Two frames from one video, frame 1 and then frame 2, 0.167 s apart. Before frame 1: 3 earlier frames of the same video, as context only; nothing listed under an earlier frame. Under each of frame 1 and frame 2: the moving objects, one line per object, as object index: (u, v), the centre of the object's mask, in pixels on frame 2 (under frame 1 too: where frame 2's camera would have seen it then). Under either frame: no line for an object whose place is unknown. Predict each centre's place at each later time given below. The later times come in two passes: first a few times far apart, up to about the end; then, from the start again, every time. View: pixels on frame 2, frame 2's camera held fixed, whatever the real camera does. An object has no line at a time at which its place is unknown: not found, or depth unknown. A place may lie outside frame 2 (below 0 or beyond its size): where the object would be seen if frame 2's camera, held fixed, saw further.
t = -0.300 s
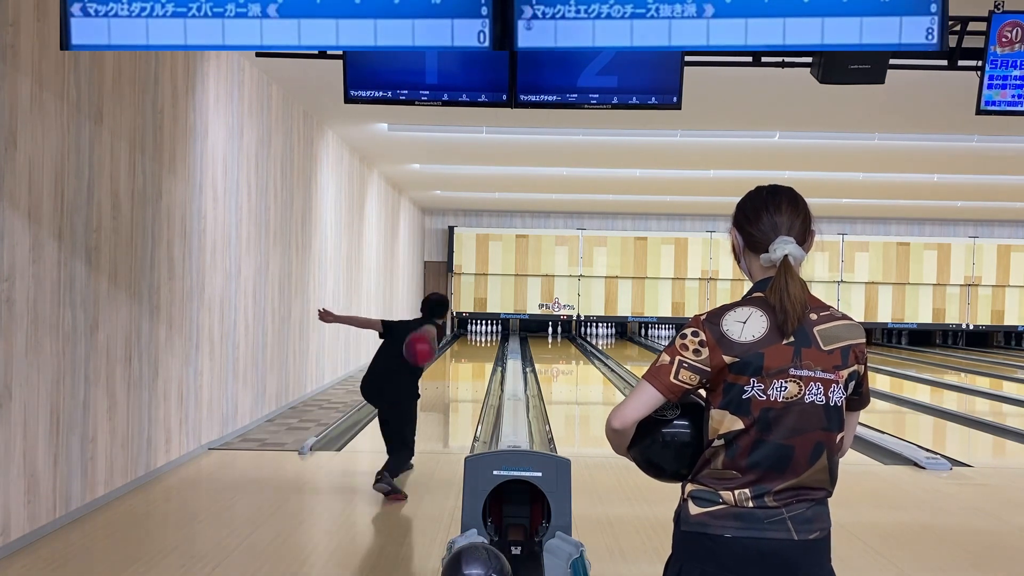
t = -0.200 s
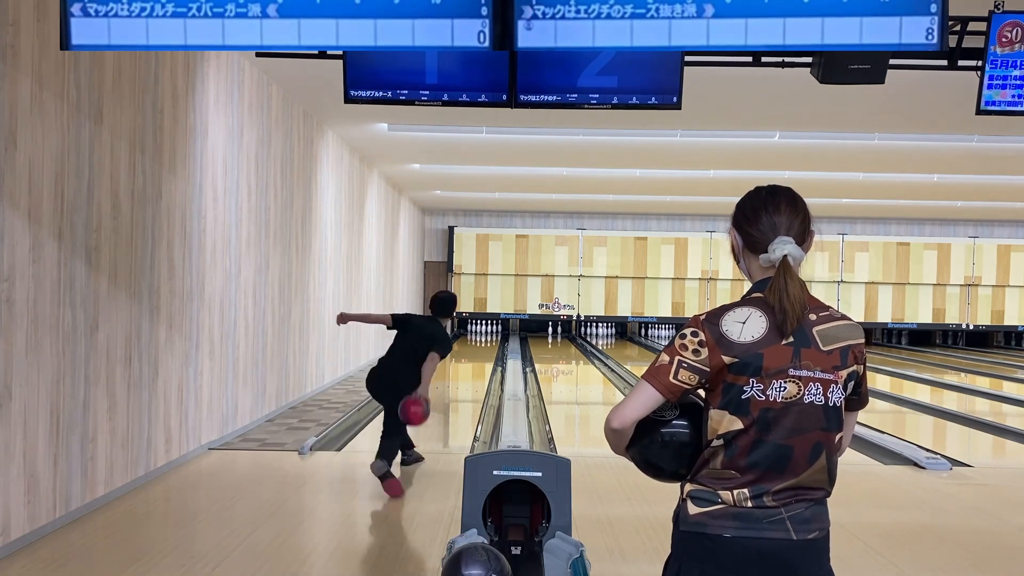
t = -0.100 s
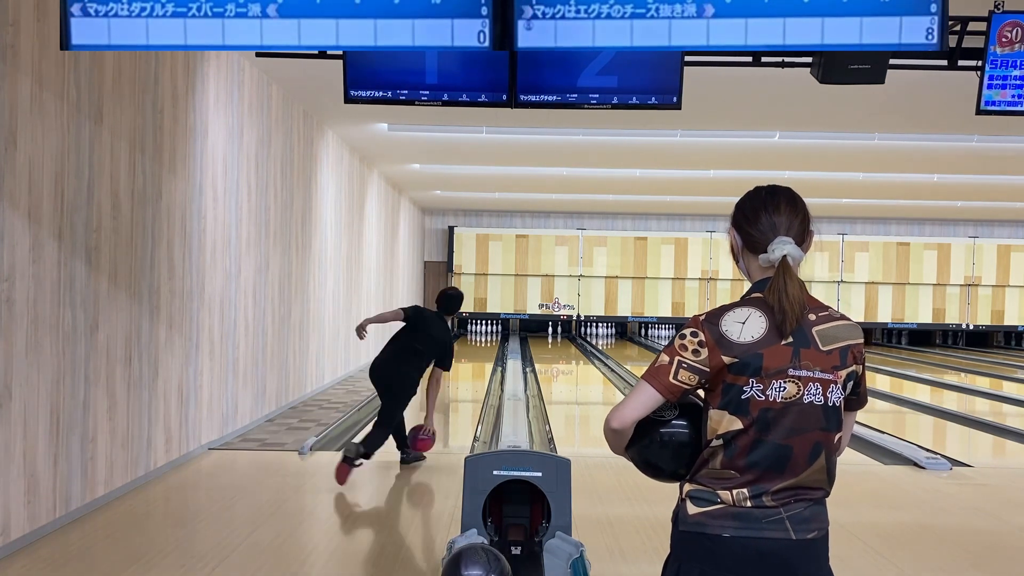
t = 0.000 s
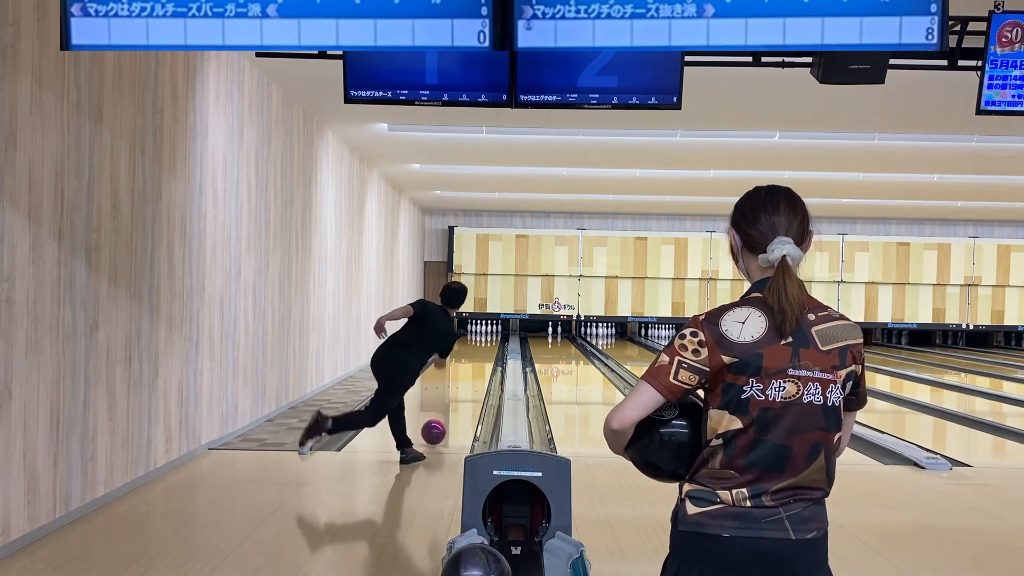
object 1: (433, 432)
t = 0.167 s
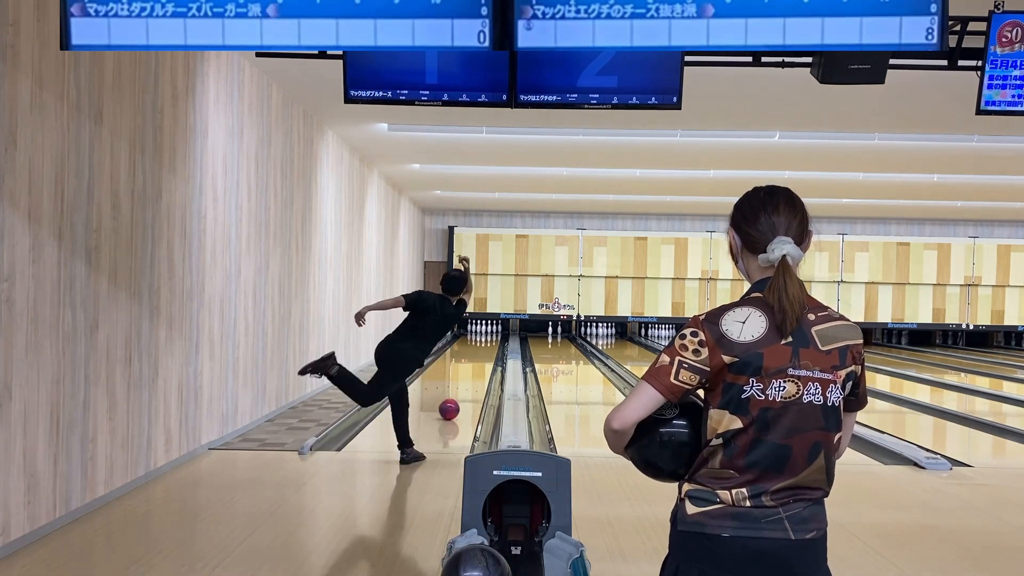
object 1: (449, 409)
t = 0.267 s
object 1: (456, 398)
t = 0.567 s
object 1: (470, 375)
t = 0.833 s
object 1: (479, 361)
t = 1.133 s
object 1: (485, 351)
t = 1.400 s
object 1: (486, 344)
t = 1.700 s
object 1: (485, 338)
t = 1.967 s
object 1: (483, 334)
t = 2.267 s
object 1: (481, 330)
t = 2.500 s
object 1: (481, 328)
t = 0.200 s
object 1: (451, 405)
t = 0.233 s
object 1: (454, 402)
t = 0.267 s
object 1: (456, 398)
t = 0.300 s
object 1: (457, 395)
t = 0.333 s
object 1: (459, 392)
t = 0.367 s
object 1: (461, 389)
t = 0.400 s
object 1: (463, 387)
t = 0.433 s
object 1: (465, 384)
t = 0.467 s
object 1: (466, 382)
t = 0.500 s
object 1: (468, 379)
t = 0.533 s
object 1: (469, 377)
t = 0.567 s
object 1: (470, 375)
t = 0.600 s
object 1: (471, 373)
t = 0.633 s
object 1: (473, 371)
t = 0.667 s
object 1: (474, 369)
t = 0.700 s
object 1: (475, 368)
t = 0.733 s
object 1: (476, 366)
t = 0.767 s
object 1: (477, 365)
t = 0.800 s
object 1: (478, 363)
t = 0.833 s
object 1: (479, 361)
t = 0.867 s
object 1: (480, 360)
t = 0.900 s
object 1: (480, 359)
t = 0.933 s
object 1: (481, 357)
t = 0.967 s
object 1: (482, 356)
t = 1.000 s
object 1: (482, 355)
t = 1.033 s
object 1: (483, 354)
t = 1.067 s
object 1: (484, 353)
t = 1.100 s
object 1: (484, 352)
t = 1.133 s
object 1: (485, 351)
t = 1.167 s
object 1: (485, 350)
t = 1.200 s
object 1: (485, 349)
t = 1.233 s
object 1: (486, 348)
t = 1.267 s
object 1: (486, 347)
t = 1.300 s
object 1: (486, 346)
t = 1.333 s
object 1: (486, 346)
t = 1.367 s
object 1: (486, 345)
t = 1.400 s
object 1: (486, 344)
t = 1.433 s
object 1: (486, 343)
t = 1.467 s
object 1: (486, 343)
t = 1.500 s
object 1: (486, 342)
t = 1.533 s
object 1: (486, 341)
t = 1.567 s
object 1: (486, 340)
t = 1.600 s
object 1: (486, 340)
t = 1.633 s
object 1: (485, 339)
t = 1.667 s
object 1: (486, 339)
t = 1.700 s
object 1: (485, 338)
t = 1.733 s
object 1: (485, 337)
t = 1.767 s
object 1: (485, 337)
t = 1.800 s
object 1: (484, 337)
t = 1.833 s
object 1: (484, 336)
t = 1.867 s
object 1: (484, 336)
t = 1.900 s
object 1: (484, 335)
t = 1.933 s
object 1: (484, 335)
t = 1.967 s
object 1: (483, 334)
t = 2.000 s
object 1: (483, 334)
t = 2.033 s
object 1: (483, 333)
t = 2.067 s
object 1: (483, 333)
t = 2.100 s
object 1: (483, 333)
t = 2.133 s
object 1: (482, 332)
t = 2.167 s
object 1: (482, 332)
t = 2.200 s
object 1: (482, 331)
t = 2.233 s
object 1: (482, 331)
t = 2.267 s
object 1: (481, 330)
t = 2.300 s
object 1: (480, 330)
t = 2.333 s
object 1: (481, 330)
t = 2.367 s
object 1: (481, 330)
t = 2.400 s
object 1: (480, 329)
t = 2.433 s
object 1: (480, 329)
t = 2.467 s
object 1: (480, 328)
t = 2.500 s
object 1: (481, 328)
